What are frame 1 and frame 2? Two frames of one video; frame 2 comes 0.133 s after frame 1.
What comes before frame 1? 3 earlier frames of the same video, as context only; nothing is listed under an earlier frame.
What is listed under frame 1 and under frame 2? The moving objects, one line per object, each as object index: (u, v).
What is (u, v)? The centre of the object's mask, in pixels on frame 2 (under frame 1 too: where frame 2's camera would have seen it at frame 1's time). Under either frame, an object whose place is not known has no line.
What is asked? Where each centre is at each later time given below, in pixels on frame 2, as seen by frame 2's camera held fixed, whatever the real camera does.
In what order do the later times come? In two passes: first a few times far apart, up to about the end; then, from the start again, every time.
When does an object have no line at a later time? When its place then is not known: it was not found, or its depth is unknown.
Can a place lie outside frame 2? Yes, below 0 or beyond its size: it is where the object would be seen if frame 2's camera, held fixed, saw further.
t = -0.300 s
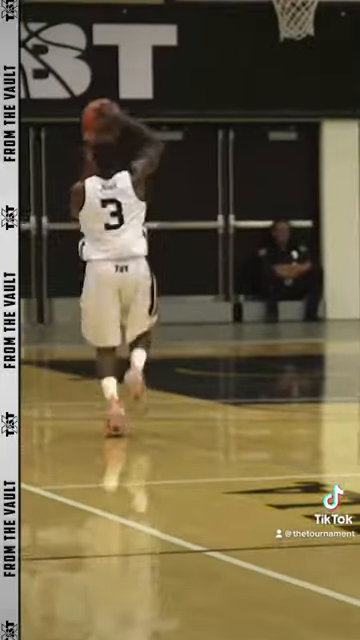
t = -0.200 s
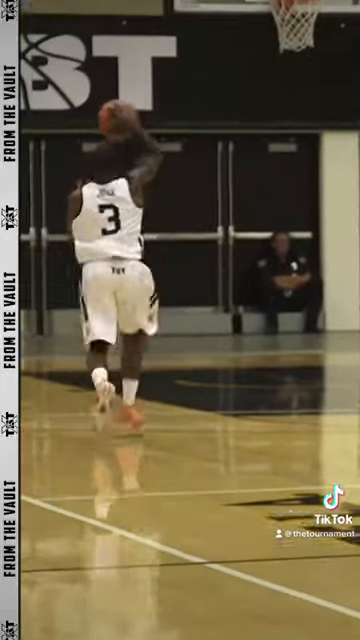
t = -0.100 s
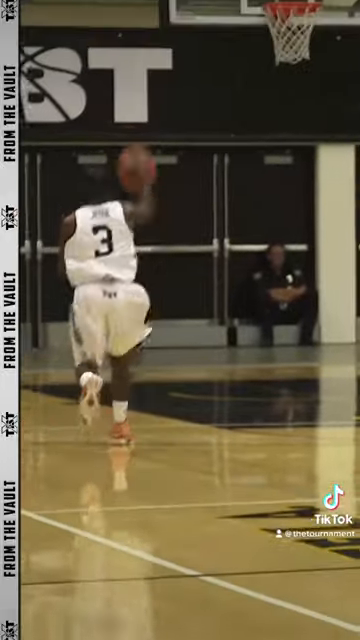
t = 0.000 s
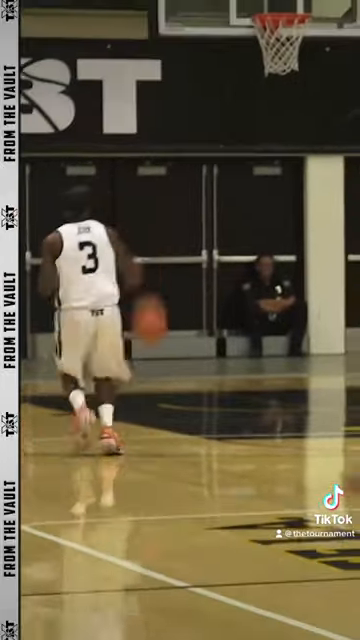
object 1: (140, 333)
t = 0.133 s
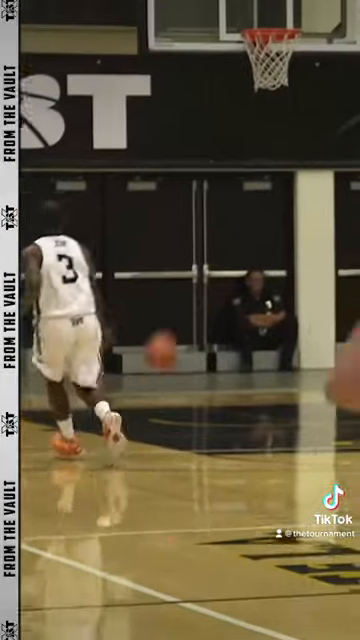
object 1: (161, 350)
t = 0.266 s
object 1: (176, 214)
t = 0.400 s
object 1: (191, 108)
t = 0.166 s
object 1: (165, 317)
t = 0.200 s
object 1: (169, 279)
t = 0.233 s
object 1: (173, 246)
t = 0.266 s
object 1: (176, 214)
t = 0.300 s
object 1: (179, 185)
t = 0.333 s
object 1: (184, 156)
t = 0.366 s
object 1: (188, 132)
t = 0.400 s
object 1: (191, 108)
